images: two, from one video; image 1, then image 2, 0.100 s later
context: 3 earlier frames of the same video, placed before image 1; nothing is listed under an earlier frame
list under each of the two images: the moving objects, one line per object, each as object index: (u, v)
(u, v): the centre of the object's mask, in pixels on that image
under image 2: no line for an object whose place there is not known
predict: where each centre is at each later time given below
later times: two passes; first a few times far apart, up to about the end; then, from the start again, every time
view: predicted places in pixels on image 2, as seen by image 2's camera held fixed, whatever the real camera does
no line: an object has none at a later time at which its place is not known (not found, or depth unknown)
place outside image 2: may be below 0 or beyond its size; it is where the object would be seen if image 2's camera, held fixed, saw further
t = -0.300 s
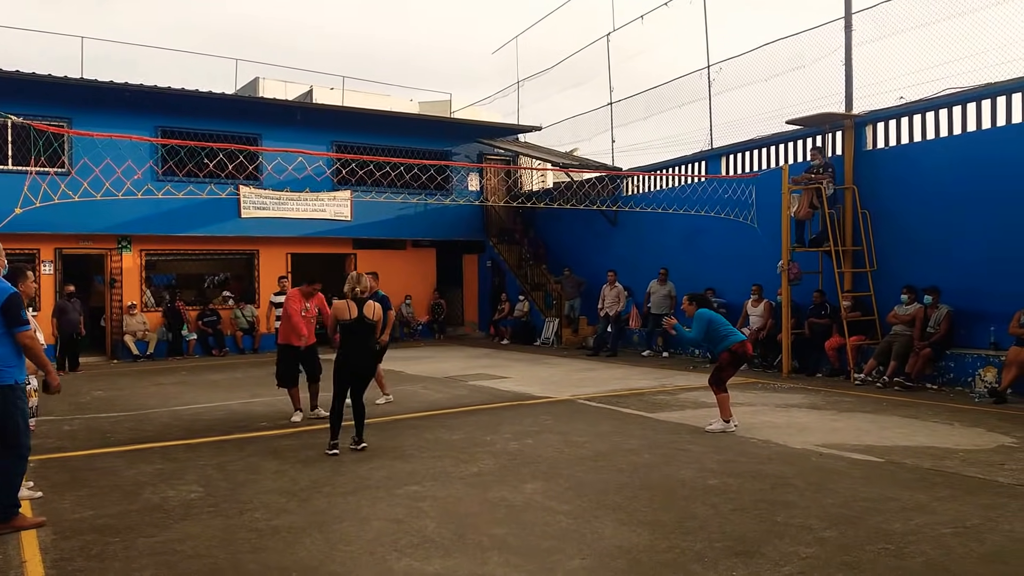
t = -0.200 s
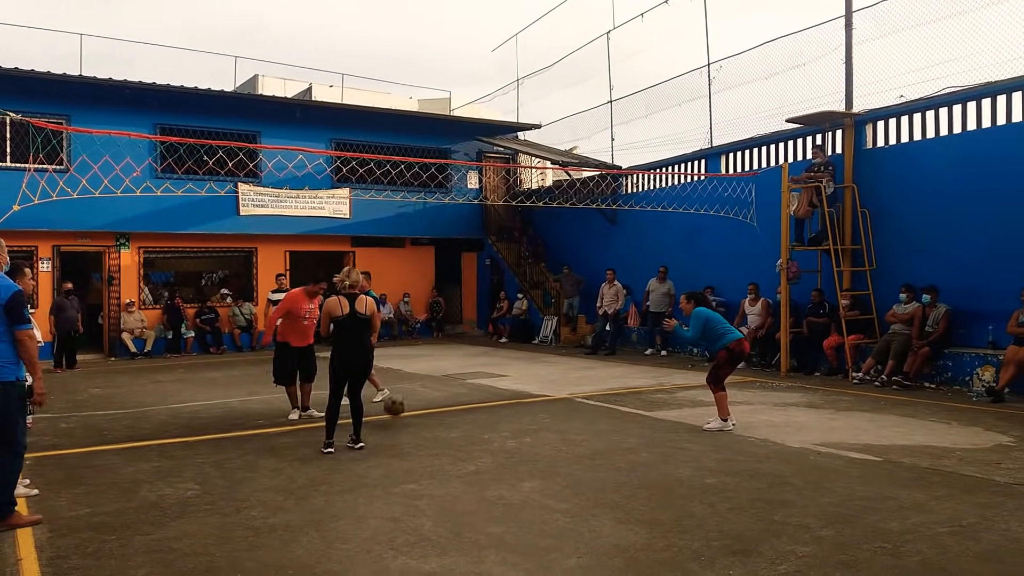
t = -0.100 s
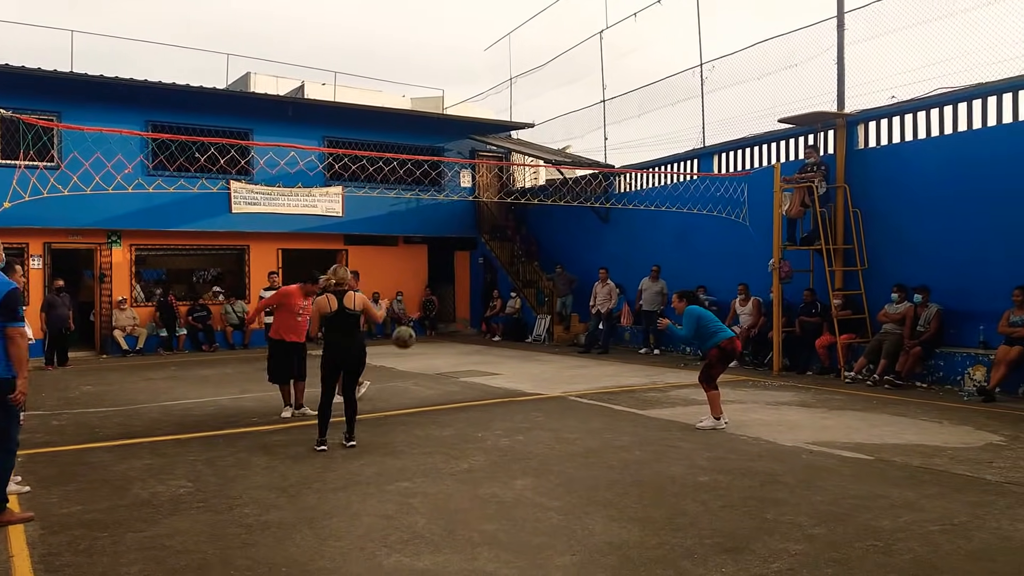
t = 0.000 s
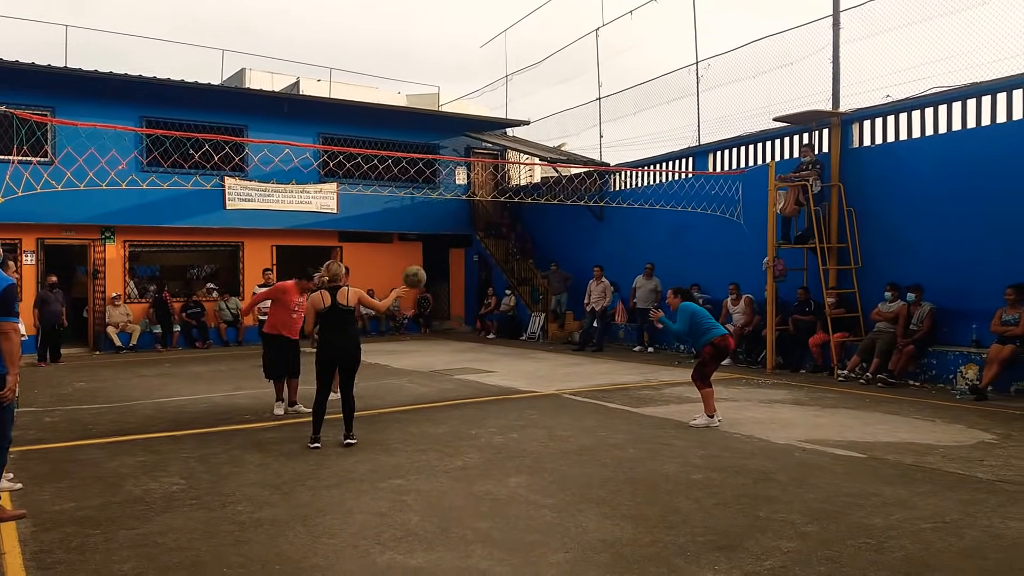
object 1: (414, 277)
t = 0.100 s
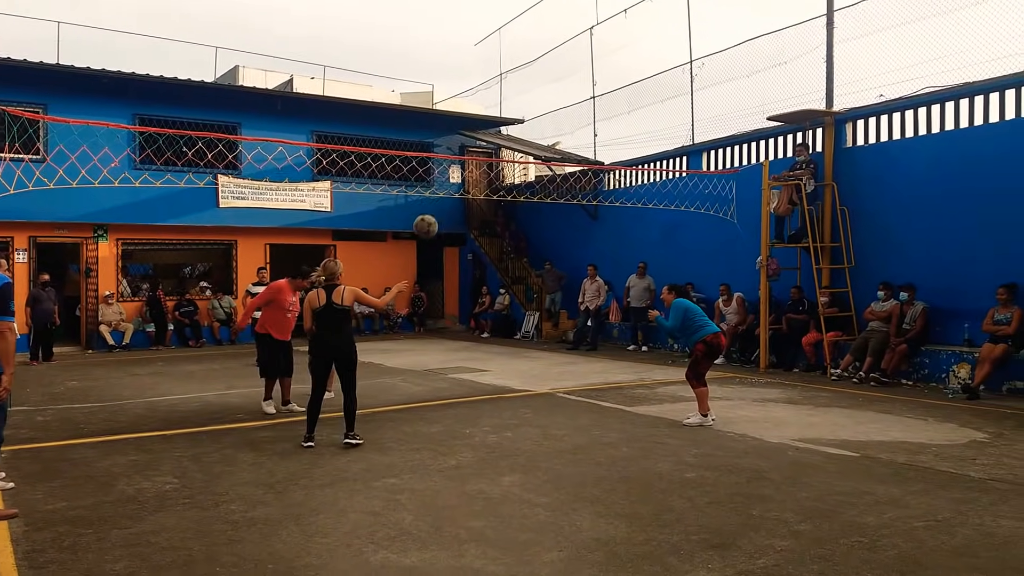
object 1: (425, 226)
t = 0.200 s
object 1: (442, 185)
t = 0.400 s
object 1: (481, 132)
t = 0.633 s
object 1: (530, 122)
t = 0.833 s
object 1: (578, 172)
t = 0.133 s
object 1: (431, 211)
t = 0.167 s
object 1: (437, 198)
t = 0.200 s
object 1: (442, 185)
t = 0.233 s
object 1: (449, 174)
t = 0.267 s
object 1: (455, 163)
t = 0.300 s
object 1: (461, 154)
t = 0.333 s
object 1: (468, 145)
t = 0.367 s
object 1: (474, 138)
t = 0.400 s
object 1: (481, 132)
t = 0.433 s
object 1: (488, 126)
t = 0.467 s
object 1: (494, 122)
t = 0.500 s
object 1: (501, 120)
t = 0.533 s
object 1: (508, 119)
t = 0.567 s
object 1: (516, 119)
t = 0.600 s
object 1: (523, 120)
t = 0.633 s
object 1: (530, 122)
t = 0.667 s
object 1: (538, 127)
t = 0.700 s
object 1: (545, 133)
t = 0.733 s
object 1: (553, 140)
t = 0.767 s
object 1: (561, 148)
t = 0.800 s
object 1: (570, 159)
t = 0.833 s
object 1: (578, 172)
